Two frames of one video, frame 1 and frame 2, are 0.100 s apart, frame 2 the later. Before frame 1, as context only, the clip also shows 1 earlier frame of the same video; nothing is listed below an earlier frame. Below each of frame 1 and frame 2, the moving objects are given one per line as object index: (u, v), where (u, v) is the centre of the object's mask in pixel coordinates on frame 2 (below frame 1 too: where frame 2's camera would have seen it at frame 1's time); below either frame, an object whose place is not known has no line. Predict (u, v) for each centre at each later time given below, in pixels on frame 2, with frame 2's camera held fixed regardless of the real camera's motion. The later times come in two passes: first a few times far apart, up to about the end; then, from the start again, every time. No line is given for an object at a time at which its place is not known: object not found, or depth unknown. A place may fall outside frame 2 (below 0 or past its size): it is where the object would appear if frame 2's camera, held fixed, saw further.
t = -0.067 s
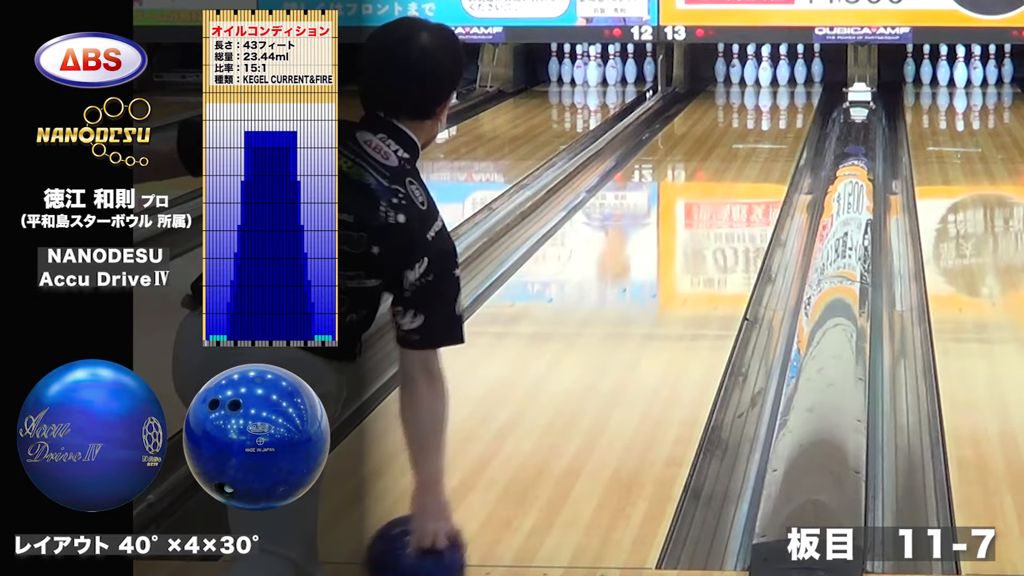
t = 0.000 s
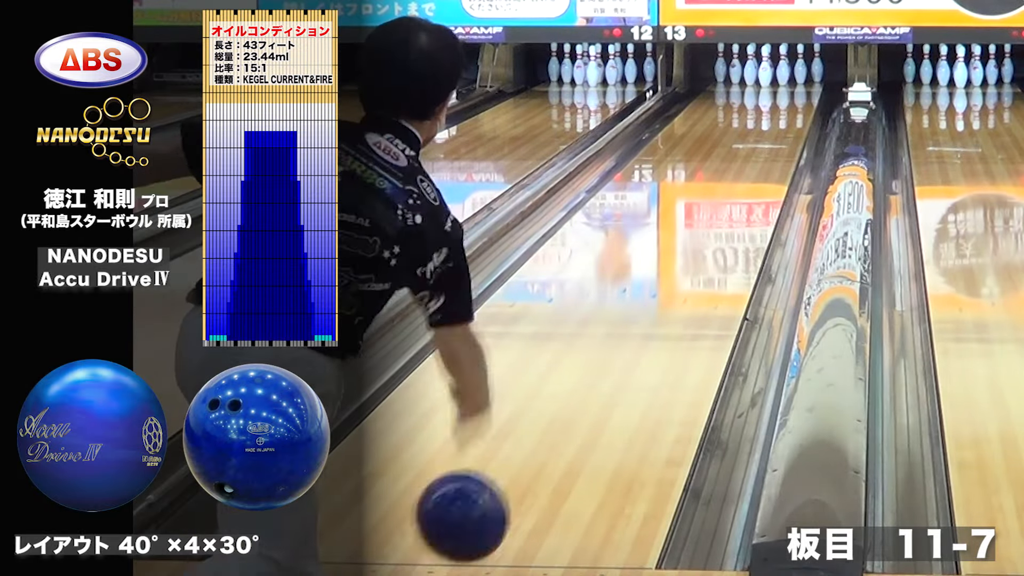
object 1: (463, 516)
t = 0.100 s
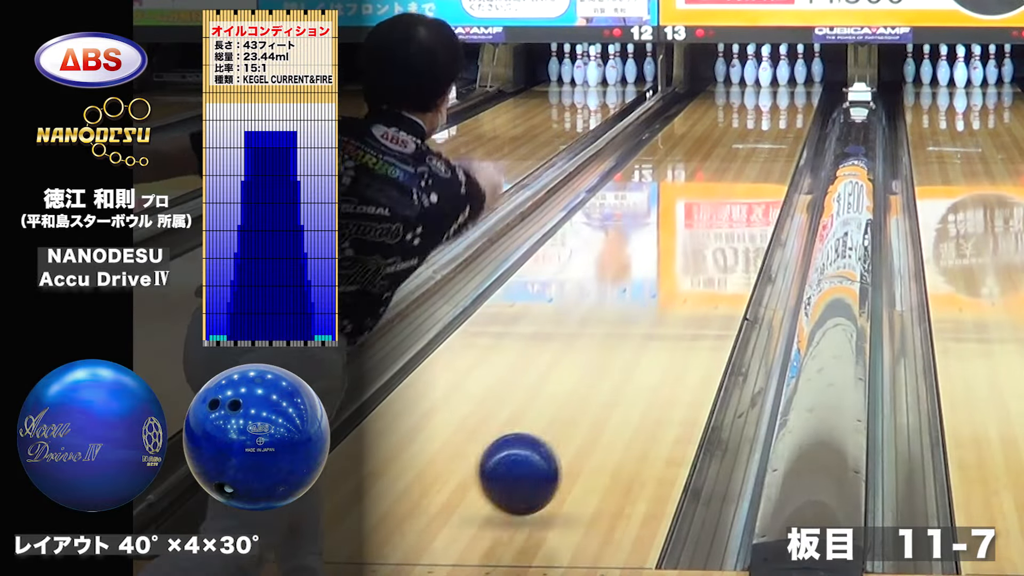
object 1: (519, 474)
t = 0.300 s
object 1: (601, 380)
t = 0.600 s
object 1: (677, 281)
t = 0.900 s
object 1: (723, 218)
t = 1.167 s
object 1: (750, 178)
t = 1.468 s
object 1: (770, 145)
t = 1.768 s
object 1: (782, 120)
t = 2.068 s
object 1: (784, 102)
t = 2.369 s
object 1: (779, 87)
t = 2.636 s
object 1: (773, 77)
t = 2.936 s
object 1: (782, 71)
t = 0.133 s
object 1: (535, 463)
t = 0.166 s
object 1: (550, 443)
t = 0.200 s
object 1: (564, 427)
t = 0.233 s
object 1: (577, 411)
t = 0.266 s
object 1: (589, 395)
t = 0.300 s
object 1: (601, 380)
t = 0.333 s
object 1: (611, 366)
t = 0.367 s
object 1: (621, 354)
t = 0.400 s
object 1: (631, 341)
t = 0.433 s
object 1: (640, 330)
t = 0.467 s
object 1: (648, 319)
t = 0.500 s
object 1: (656, 309)
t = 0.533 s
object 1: (663, 300)
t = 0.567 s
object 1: (670, 290)
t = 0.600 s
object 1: (677, 281)
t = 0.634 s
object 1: (683, 273)
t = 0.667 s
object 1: (689, 265)
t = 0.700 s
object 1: (695, 257)
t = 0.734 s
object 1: (700, 250)
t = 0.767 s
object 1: (705, 243)
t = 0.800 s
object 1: (710, 237)
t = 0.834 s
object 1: (714, 230)
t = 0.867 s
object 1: (719, 224)
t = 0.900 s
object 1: (723, 218)
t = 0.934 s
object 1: (727, 212)
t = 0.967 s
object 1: (731, 207)
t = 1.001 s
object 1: (734, 202)
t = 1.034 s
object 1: (738, 197)
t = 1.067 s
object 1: (741, 192)
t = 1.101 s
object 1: (744, 187)
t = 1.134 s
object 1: (747, 183)
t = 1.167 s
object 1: (750, 178)
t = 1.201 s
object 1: (753, 174)
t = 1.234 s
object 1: (756, 170)
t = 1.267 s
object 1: (758, 166)
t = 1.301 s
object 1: (760, 163)
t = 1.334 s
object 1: (762, 159)
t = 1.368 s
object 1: (764, 155)
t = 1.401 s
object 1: (767, 152)
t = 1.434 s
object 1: (768, 149)
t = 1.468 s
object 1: (770, 145)
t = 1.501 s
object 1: (771, 142)
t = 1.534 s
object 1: (773, 139)
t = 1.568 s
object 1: (775, 137)
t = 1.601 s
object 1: (776, 133)
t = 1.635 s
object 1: (777, 131)
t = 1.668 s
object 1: (778, 128)
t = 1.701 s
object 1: (780, 125)
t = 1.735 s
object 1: (781, 123)
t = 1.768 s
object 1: (782, 120)
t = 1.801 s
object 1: (782, 118)
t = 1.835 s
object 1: (783, 116)
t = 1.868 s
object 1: (783, 113)
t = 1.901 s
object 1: (784, 111)
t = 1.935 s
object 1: (784, 110)
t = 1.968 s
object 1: (784, 108)
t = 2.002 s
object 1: (784, 106)
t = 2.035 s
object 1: (784, 104)
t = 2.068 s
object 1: (784, 102)
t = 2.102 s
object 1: (783, 100)
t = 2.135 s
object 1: (783, 98)
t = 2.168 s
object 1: (783, 96)
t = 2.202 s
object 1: (782, 95)
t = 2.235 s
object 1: (782, 93)
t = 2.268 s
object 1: (781, 92)
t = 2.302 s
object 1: (781, 90)
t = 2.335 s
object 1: (780, 89)
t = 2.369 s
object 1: (779, 87)
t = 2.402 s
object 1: (778, 86)
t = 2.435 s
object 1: (777, 84)
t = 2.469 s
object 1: (776, 83)
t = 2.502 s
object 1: (775, 81)
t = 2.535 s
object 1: (775, 80)
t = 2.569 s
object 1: (774, 78)
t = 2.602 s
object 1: (773, 77)
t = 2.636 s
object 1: (773, 77)
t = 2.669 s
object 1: (775, 76)
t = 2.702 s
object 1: (775, 75)
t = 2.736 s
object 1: (775, 74)
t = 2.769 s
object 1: (777, 73)
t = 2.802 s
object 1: (778, 73)
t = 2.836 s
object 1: (779, 72)
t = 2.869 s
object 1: (781, 72)
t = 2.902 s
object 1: (781, 72)
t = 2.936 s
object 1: (782, 71)
